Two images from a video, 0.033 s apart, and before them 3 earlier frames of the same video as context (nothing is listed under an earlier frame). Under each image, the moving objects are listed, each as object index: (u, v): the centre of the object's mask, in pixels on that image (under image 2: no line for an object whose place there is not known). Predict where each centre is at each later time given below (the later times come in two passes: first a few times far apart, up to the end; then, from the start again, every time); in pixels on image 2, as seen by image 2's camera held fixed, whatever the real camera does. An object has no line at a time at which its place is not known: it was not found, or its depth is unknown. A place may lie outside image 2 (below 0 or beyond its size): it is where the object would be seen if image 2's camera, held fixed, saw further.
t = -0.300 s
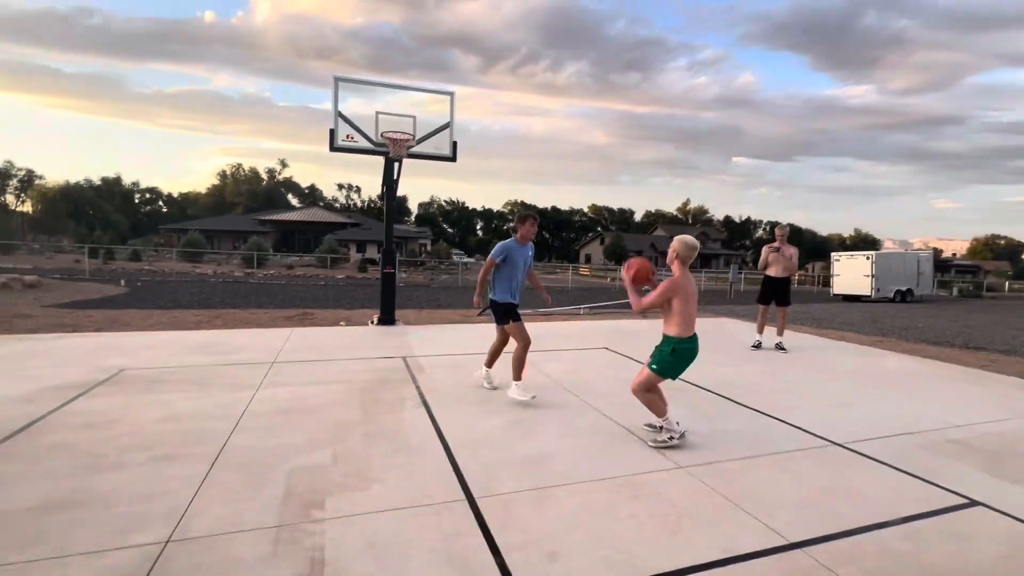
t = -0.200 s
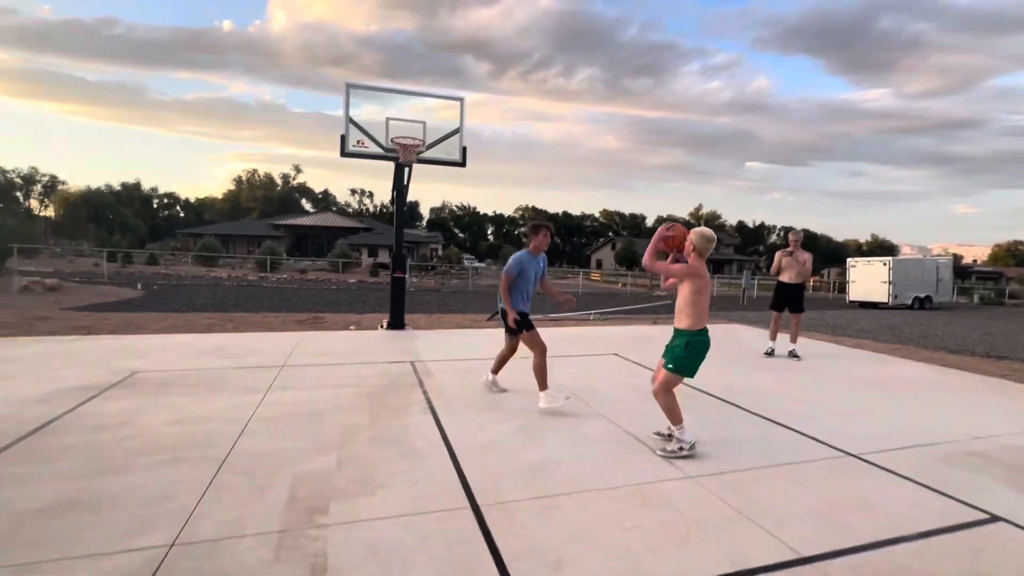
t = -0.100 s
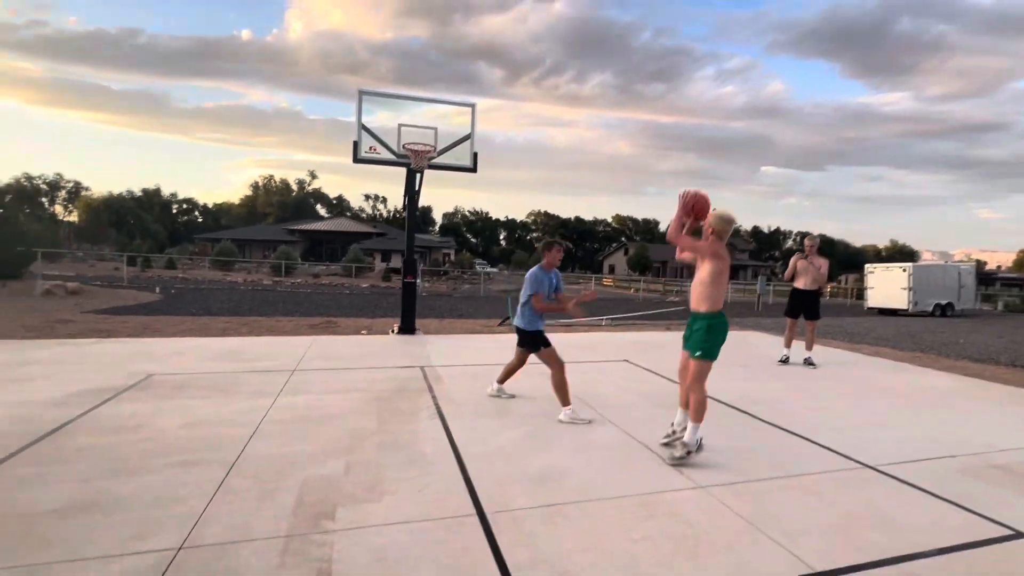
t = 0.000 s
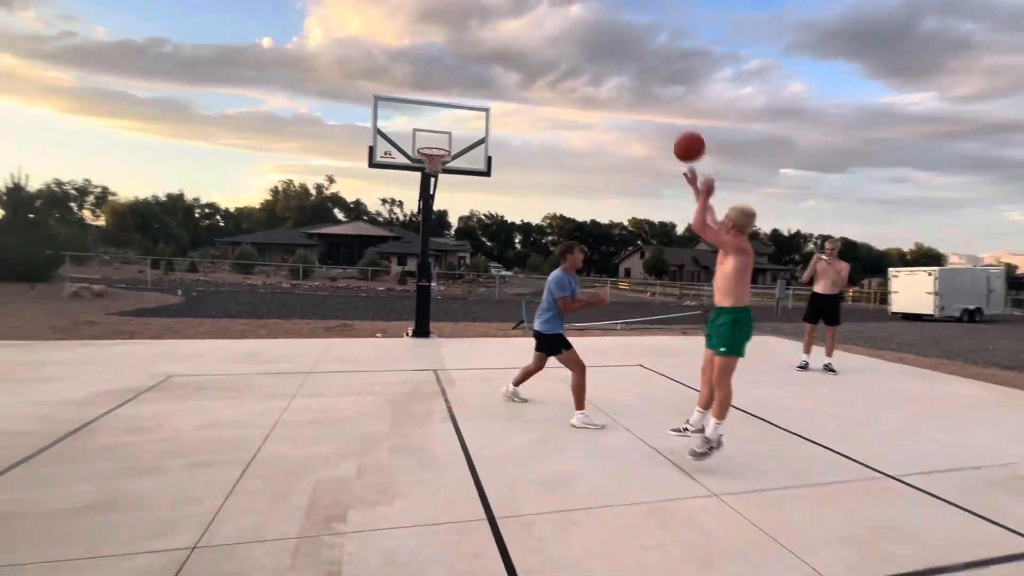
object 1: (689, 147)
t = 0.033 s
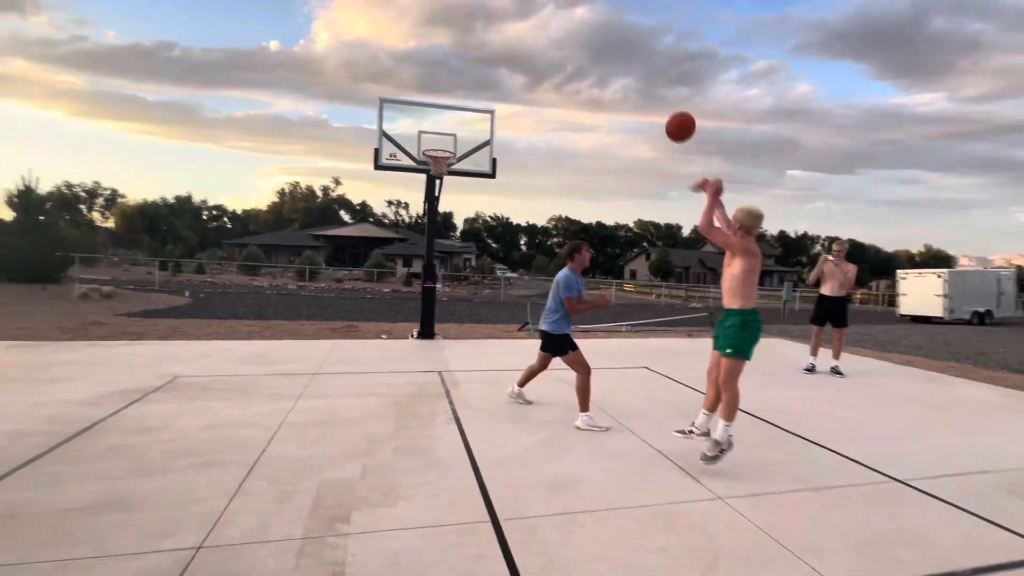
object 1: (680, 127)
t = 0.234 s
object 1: (605, 41)
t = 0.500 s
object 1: (529, 14)
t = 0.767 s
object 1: (475, 49)
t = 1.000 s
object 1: (438, 110)
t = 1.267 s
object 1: (425, 113)
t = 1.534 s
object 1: (429, 80)
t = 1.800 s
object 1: (433, 92)
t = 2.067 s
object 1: (435, 92)
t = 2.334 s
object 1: (436, 127)
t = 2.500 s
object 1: (438, 177)
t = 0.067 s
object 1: (666, 107)
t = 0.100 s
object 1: (653, 90)
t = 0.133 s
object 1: (640, 75)
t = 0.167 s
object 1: (628, 62)
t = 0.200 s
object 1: (616, 51)
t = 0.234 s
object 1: (605, 41)
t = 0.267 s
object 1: (594, 33)
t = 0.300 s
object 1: (584, 27)
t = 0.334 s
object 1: (574, 21)
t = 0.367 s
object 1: (564, 18)
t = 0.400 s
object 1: (555, 15)
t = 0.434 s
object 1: (546, 14)
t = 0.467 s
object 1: (537, 13)
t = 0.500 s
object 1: (529, 14)
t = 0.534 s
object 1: (521, 16)
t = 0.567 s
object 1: (514, 18)
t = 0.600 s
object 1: (506, 21)
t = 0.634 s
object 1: (499, 25)
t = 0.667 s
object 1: (493, 30)
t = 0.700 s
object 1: (487, 35)
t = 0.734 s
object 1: (480, 42)
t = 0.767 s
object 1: (475, 49)
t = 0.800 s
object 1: (469, 56)
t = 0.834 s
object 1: (463, 64)
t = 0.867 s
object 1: (458, 72)
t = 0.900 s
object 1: (453, 81)
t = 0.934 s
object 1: (447, 90)
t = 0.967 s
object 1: (443, 100)
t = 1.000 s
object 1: (438, 110)
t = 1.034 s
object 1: (433, 120)
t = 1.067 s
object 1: (429, 132)
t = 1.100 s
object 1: (425, 143)
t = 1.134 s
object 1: (422, 147)
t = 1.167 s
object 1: (423, 138)
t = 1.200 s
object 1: (424, 129)
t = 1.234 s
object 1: (424, 121)
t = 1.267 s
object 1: (425, 113)
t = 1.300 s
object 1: (426, 107)
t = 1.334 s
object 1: (426, 101)
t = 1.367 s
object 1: (427, 96)
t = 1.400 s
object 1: (427, 91)
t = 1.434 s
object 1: (428, 87)
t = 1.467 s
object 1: (428, 84)
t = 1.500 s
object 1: (429, 82)
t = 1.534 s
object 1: (429, 80)
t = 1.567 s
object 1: (430, 79)
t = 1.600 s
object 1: (430, 78)
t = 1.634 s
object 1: (431, 79)
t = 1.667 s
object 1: (431, 80)
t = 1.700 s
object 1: (432, 82)
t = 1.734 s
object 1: (432, 84)
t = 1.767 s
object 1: (432, 88)
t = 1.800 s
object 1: (433, 92)
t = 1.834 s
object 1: (433, 96)
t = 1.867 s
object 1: (433, 96)
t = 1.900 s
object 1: (433, 94)
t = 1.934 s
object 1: (434, 92)
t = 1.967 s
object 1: (434, 91)
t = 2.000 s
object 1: (434, 90)
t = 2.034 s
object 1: (434, 91)
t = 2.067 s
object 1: (435, 92)
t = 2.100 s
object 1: (435, 93)
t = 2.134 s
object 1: (435, 96)
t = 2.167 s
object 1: (435, 99)
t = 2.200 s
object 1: (436, 103)
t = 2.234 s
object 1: (436, 108)
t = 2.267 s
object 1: (436, 114)
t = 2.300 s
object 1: (436, 120)
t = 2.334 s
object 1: (436, 127)
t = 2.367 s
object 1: (436, 136)
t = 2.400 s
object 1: (436, 144)
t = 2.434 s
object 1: (437, 154)
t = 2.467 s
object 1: (437, 165)
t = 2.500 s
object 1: (438, 177)
